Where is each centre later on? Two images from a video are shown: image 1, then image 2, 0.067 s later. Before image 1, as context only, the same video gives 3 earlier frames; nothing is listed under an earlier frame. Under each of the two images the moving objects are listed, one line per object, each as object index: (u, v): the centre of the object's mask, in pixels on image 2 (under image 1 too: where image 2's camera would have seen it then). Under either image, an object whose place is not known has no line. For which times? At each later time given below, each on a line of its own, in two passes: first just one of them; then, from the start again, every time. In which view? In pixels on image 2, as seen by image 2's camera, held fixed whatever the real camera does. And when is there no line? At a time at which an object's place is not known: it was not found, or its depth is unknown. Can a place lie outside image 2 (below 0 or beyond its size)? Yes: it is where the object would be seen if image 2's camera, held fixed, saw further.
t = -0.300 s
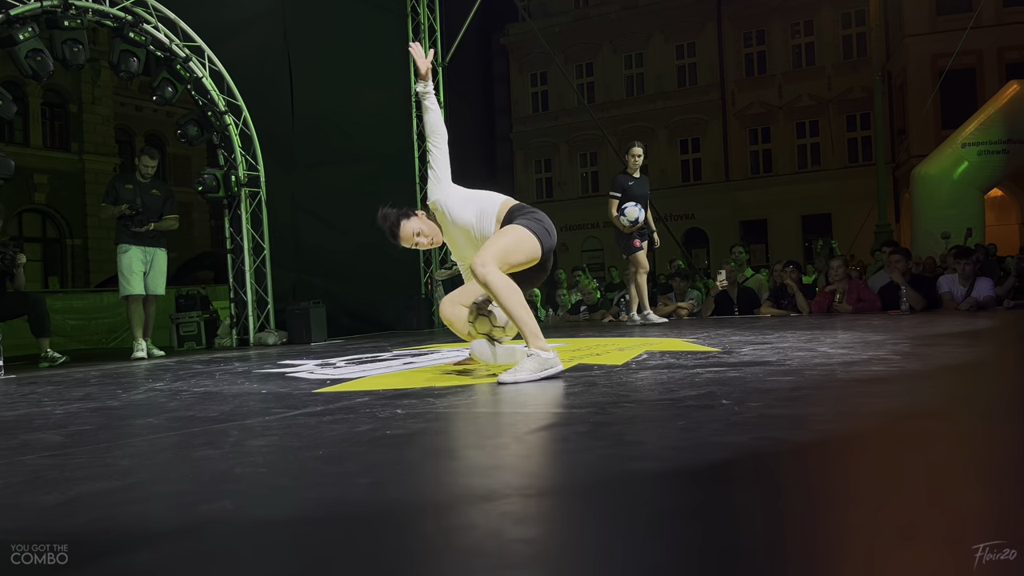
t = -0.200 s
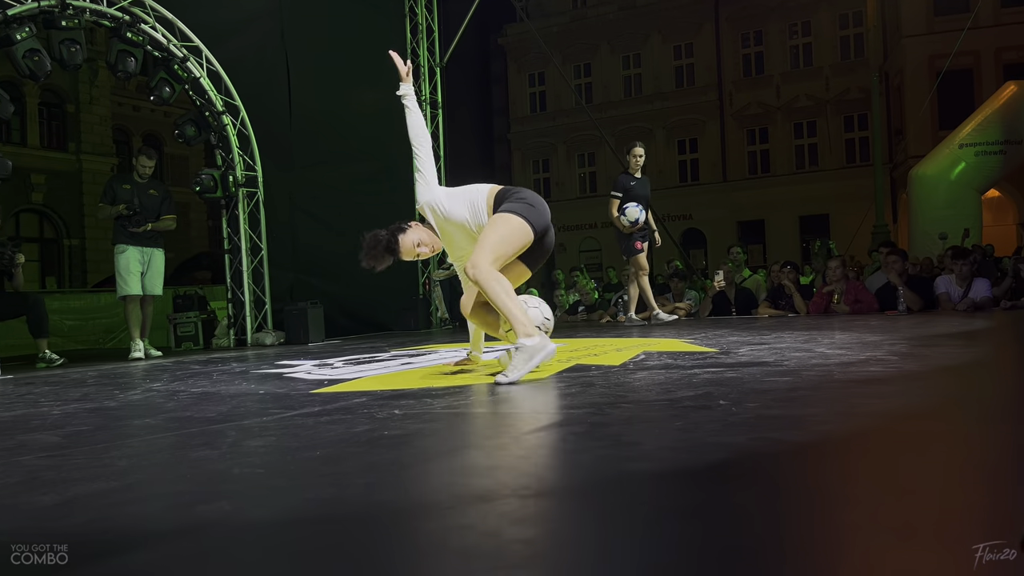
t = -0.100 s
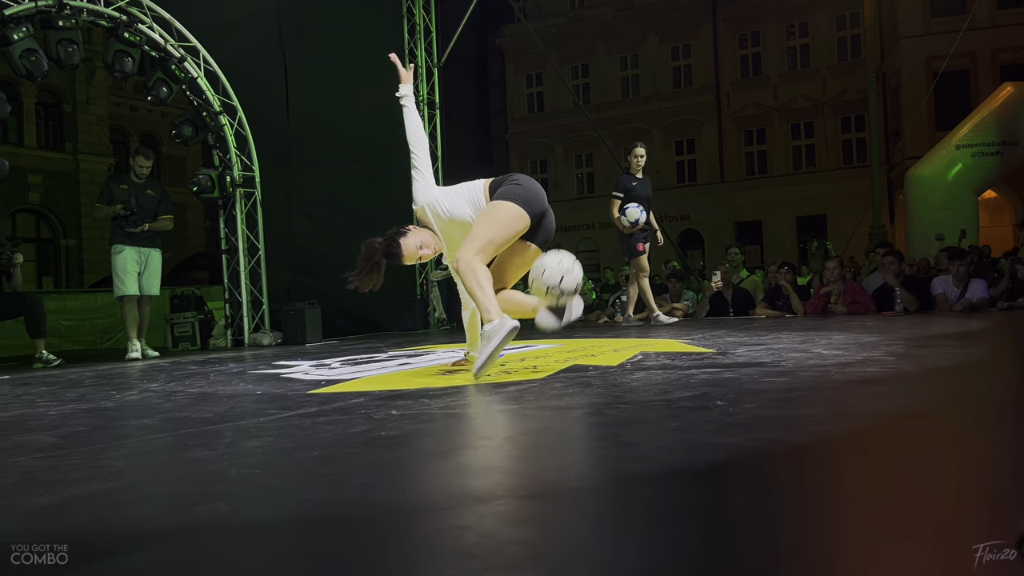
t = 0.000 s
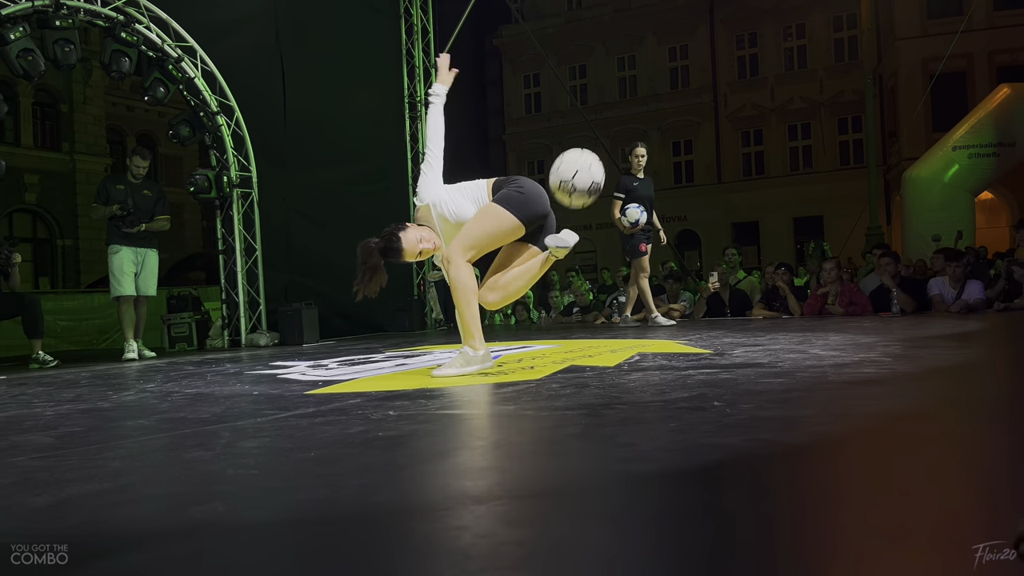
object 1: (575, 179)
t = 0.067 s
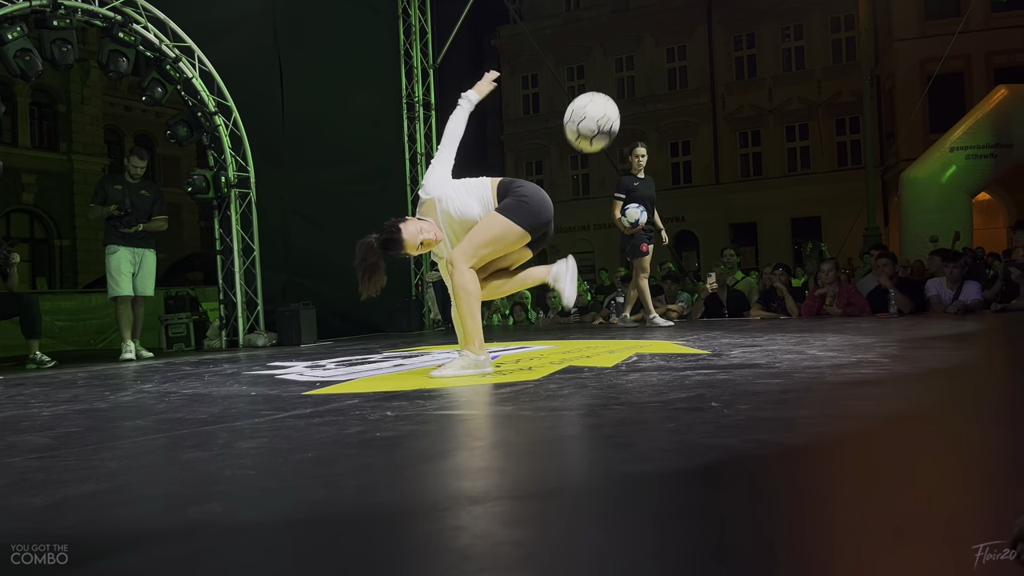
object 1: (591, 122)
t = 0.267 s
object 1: (646, 19)
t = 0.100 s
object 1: (600, 98)
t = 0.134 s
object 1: (609, 76)
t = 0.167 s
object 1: (618, 56)
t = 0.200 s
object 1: (628, 39)
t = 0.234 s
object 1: (637, 26)
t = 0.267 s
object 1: (646, 19)
